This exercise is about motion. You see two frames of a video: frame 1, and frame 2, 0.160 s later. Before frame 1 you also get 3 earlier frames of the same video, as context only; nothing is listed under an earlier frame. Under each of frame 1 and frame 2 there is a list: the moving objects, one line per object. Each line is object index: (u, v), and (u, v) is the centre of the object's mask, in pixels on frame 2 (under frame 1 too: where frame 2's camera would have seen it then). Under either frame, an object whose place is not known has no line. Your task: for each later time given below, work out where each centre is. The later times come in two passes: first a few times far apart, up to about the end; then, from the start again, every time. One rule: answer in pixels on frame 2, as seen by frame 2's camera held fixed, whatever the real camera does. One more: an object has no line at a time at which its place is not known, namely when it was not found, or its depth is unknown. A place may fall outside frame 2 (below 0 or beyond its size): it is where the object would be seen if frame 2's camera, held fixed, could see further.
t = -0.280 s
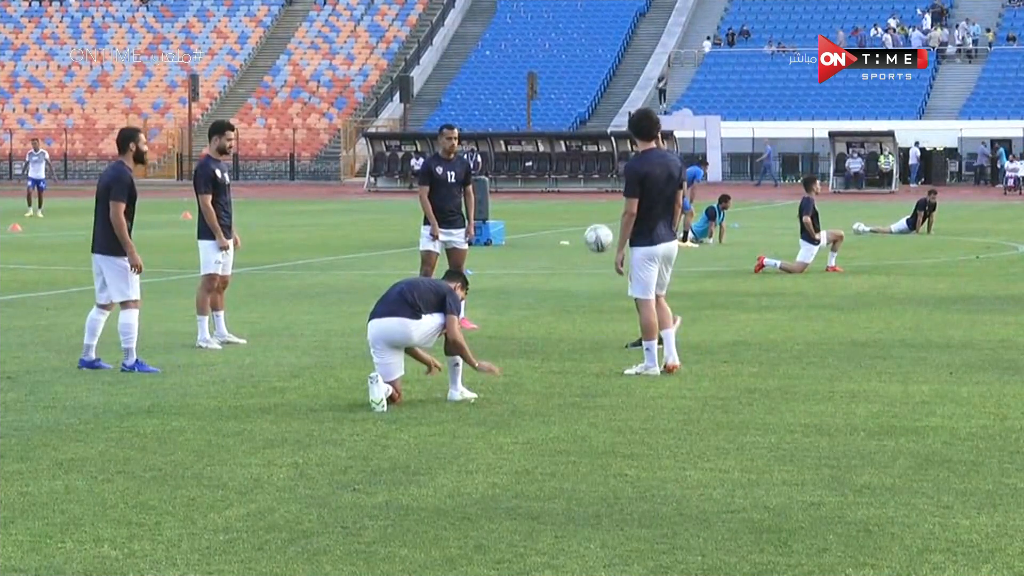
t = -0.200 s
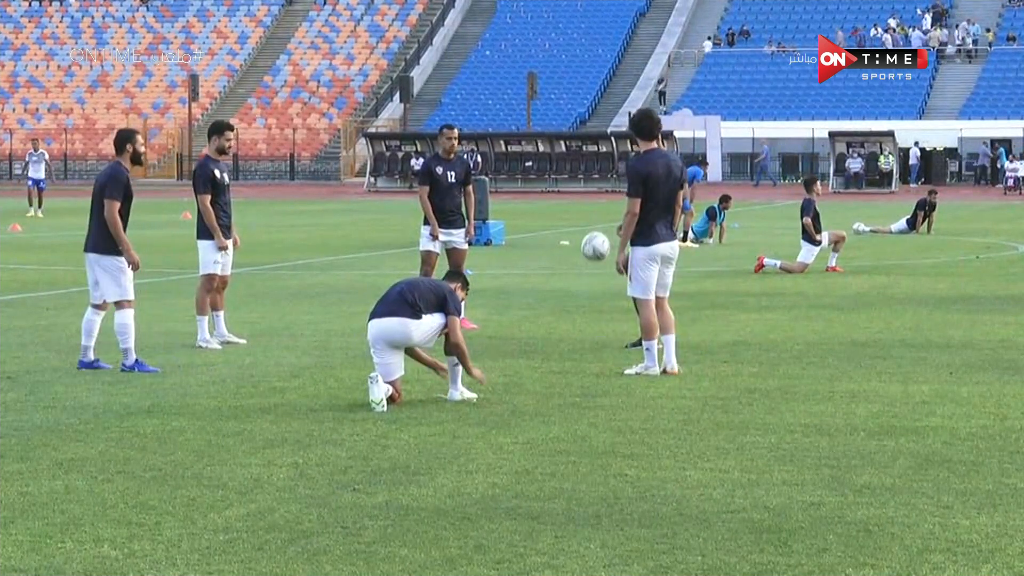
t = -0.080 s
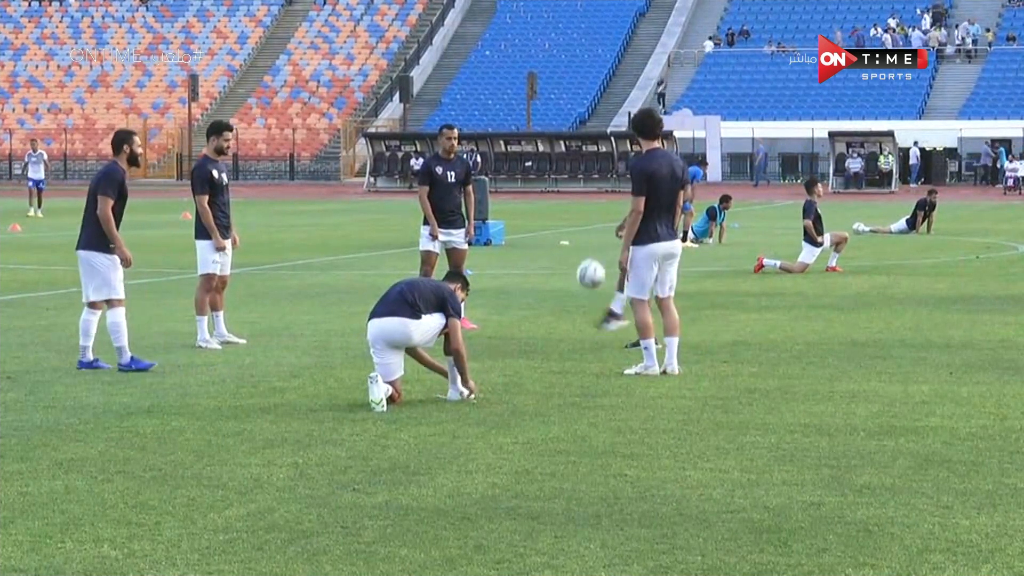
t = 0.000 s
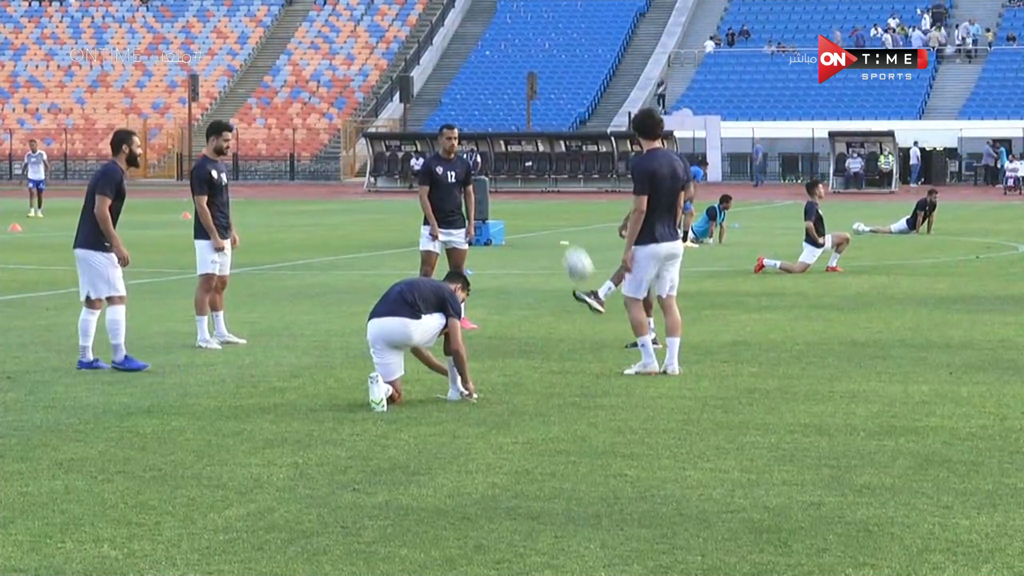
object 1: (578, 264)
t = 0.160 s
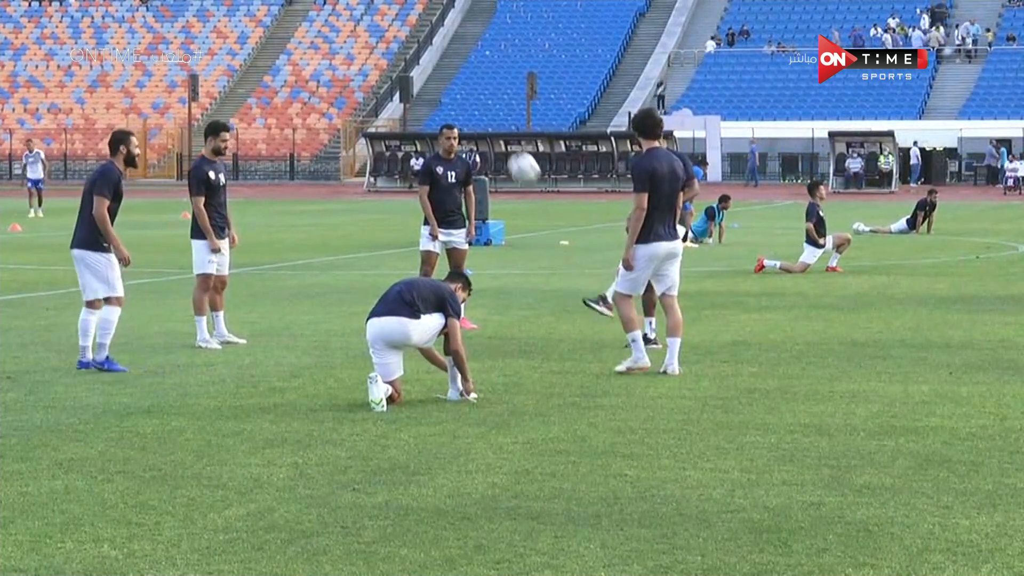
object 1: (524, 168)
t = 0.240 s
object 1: (496, 131)
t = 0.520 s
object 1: (397, 67)
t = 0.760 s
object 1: (308, 92)
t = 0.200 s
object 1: (510, 150)
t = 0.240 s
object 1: (496, 131)
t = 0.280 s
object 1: (483, 117)
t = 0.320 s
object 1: (469, 104)
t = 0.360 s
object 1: (453, 92)
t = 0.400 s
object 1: (441, 83)
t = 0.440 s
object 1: (426, 77)
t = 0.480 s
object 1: (410, 70)
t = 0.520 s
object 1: (397, 67)
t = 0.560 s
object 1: (382, 65)
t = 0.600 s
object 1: (367, 67)
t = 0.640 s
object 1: (353, 71)
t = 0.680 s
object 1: (338, 76)
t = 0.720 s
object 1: (323, 83)
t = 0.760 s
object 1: (308, 92)
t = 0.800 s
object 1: (293, 103)
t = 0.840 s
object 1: (277, 117)
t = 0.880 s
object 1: (263, 132)
